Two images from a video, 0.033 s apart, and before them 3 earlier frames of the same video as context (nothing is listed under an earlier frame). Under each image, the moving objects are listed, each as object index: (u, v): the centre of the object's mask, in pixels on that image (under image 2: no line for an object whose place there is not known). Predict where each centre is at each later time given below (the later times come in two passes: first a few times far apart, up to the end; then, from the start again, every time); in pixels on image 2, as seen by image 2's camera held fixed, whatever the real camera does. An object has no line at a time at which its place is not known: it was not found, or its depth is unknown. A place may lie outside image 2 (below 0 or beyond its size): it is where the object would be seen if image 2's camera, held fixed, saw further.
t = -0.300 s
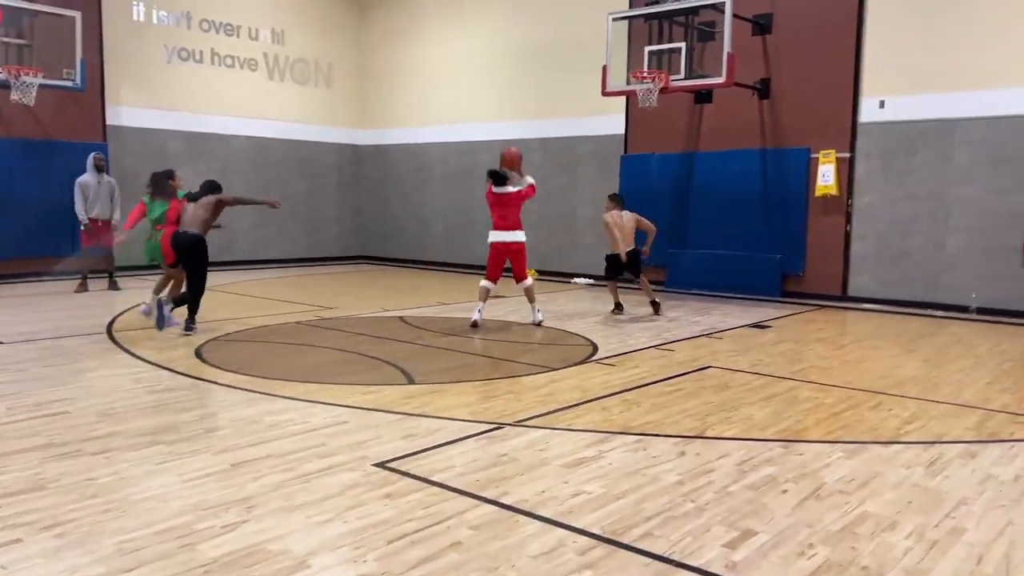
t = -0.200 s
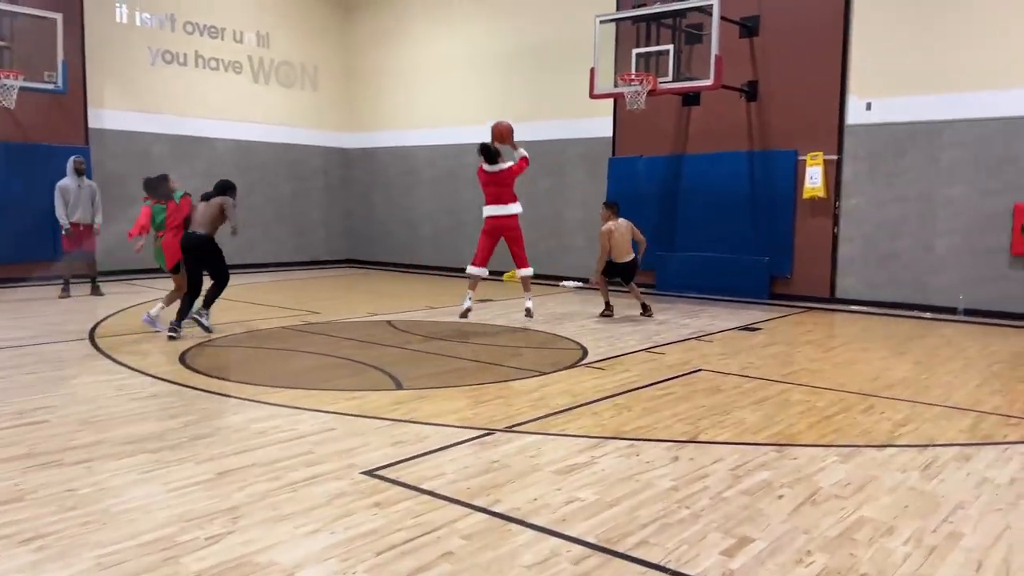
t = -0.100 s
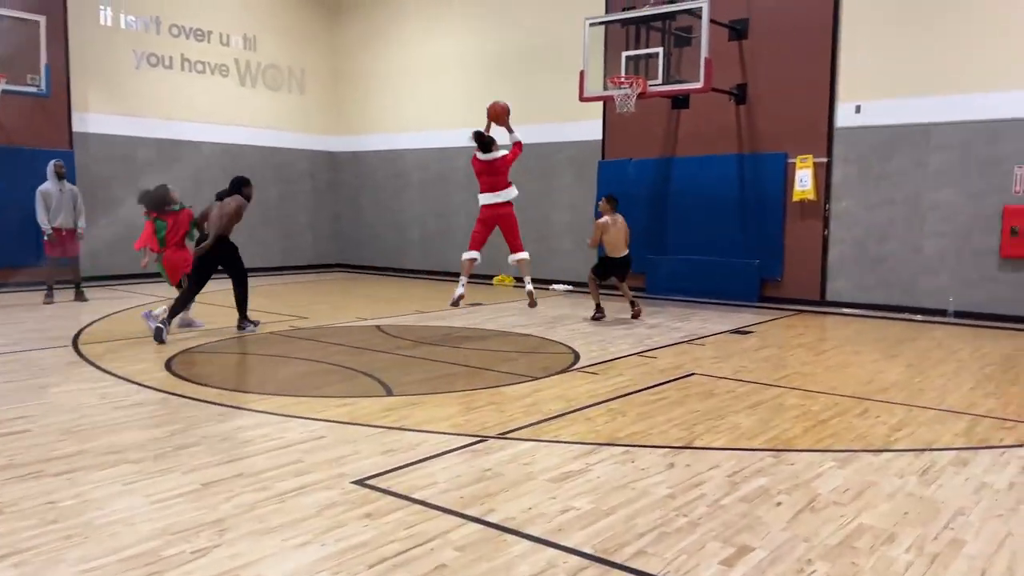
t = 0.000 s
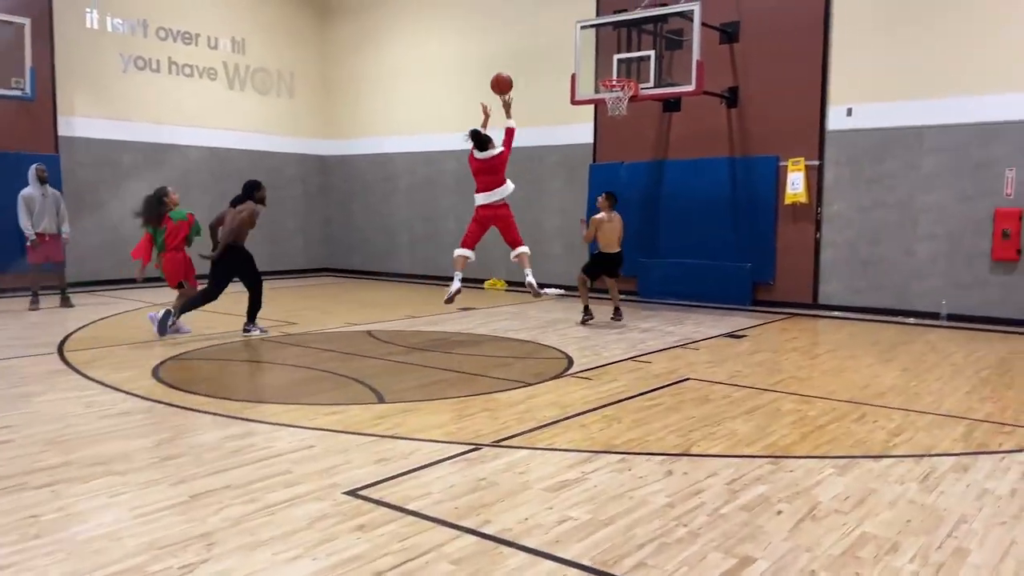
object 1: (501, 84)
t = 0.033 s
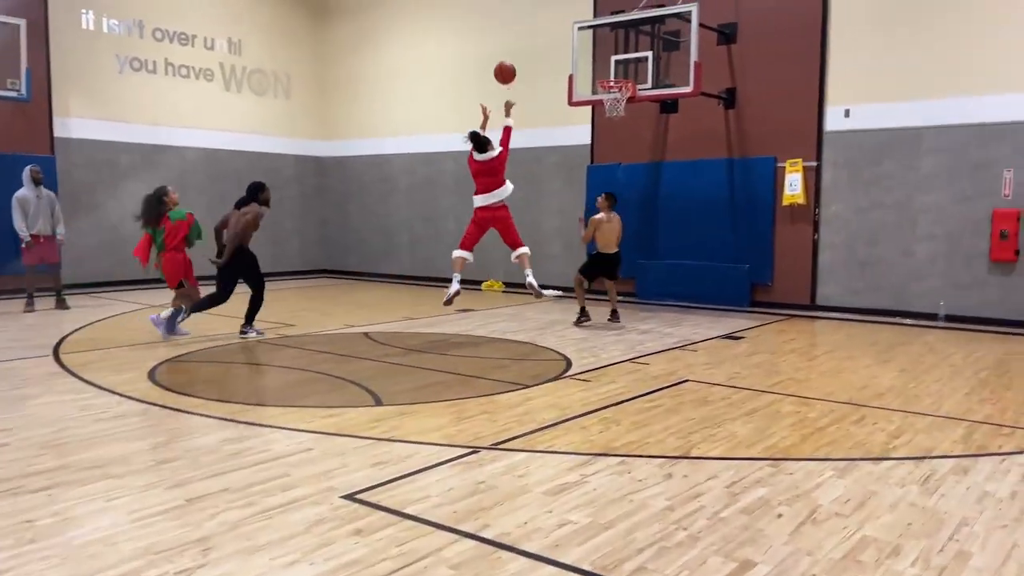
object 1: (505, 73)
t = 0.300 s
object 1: (548, 15)
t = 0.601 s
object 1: (587, 29)
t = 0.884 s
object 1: (623, 72)
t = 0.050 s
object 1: (508, 67)
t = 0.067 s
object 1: (510, 61)
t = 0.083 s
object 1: (513, 56)
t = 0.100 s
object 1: (516, 51)
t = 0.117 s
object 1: (519, 47)
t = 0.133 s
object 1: (521, 42)
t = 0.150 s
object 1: (524, 39)
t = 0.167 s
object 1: (527, 35)
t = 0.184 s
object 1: (529, 31)
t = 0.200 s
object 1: (532, 28)
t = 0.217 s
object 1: (535, 25)
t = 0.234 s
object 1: (537, 23)
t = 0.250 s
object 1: (540, 20)
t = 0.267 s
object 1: (542, 18)
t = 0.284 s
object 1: (545, 17)
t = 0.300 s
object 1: (548, 15)
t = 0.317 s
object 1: (550, 14)
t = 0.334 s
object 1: (552, 13)
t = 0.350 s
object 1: (554, 12)
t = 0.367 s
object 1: (557, 12)
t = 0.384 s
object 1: (559, 11)
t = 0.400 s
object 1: (562, 11)
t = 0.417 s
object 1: (564, 11)
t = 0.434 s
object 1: (566, 12)
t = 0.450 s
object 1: (568, 13)
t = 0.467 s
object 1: (571, 14)
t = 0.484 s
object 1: (573, 15)
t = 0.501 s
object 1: (575, 16)
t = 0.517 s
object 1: (577, 18)
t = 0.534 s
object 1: (579, 20)
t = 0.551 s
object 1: (581, 22)
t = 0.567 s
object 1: (584, 24)
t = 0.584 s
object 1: (585, 26)
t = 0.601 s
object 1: (587, 29)
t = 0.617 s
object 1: (589, 32)
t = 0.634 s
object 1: (592, 35)
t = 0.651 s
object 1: (593, 38)
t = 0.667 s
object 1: (595, 41)
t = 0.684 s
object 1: (597, 45)
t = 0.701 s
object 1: (599, 49)
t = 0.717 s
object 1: (601, 53)
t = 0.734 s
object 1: (603, 57)
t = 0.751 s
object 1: (605, 62)
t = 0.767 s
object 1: (606, 67)
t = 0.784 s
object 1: (608, 70)
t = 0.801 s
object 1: (610, 73)
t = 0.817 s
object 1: (612, 74)
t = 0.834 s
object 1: (616, 73)
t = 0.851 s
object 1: (618, 73)
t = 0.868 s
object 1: (620, 73)
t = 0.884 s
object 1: (623, 72)
